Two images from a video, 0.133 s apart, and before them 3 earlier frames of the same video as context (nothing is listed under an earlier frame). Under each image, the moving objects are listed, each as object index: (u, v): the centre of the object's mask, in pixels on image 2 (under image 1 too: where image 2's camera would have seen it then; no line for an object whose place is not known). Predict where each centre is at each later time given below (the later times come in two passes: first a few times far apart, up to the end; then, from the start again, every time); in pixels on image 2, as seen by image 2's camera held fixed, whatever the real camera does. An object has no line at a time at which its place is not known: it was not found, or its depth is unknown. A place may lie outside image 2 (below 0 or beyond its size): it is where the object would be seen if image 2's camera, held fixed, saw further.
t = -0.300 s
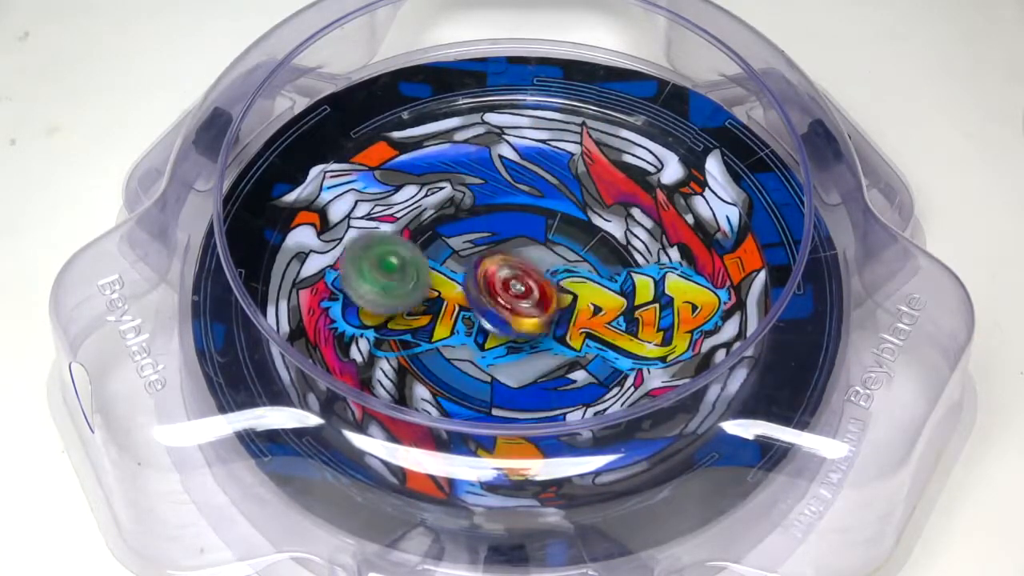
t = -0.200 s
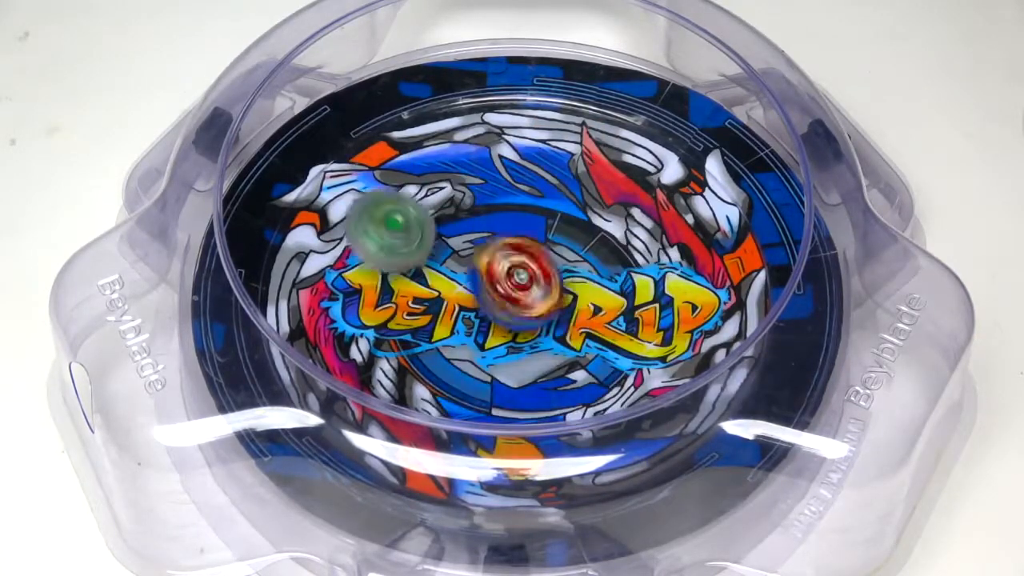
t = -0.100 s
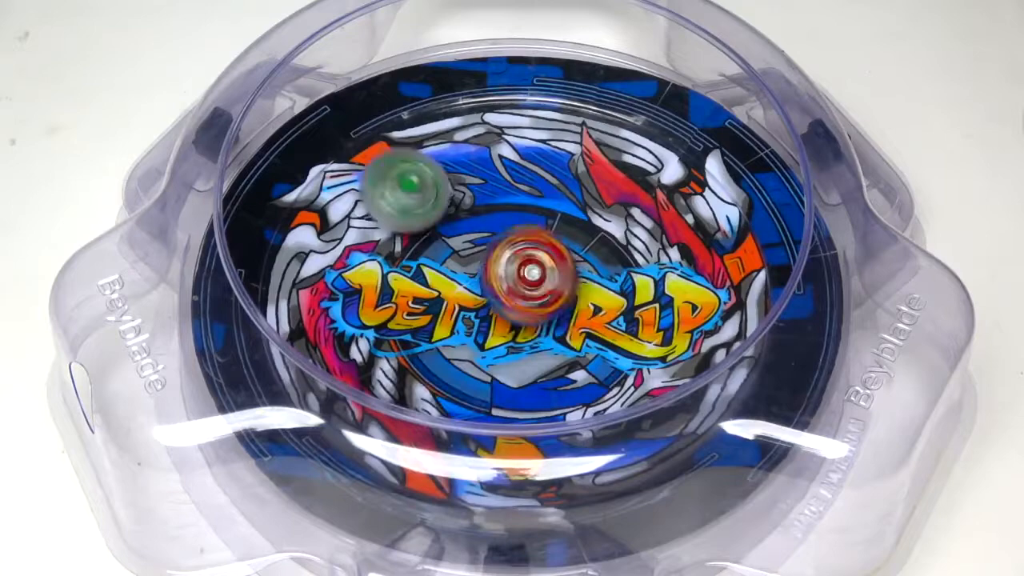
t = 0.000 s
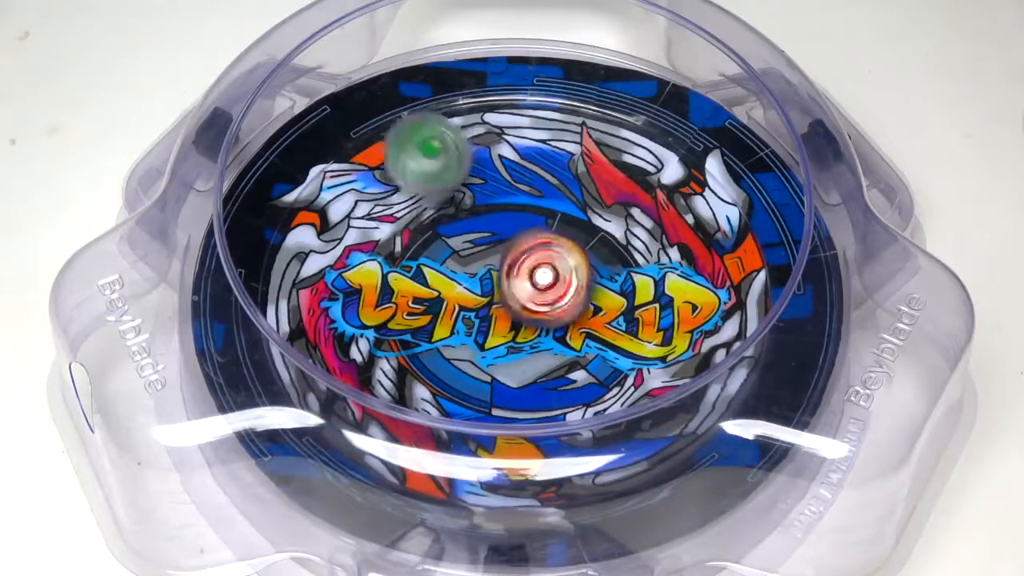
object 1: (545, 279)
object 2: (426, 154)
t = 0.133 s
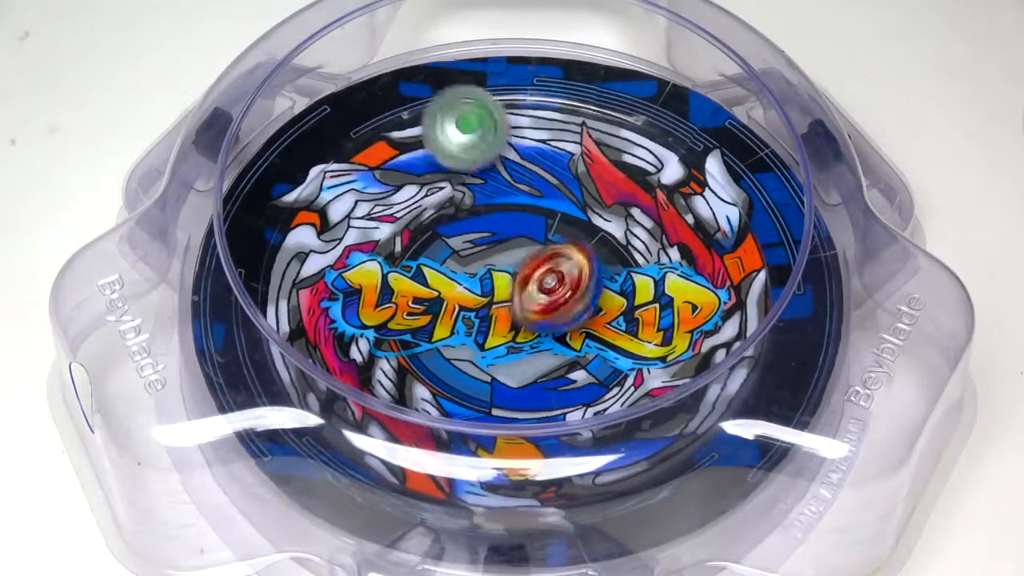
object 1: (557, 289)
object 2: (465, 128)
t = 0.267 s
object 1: (553, 306)
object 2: (502, 128)
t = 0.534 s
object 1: (512, 295)
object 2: (583, 205)
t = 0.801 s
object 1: (539, 252)
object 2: (633, 306)
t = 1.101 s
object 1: (574, 276)
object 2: (600, 388)
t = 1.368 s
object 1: (542, 295)
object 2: (493, 390)
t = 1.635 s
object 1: (516, 265)
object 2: (401, 315)
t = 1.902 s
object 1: (549, 238)
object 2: (404, 215)
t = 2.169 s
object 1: (586, 269)
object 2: (477, 149)
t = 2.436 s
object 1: (547, 294)
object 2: (563, 182)
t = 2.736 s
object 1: (531, 264)
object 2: (634, 275)
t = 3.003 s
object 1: (557, 245)
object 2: (606, 364)
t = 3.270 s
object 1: (591, 273)
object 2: (510, 390)
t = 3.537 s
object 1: (553, 277)
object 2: (429, 347)
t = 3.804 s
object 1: (557, 267)
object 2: (439, 254)
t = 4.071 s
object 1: (599, 272)
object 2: (519, 198)
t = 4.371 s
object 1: (579, 276)
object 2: (623, 200)
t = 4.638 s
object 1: (559, 281)
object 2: (655, 230)
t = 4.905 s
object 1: (514, 263)
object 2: (652, 307)
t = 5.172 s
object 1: (400, 254)
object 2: (583, 342)
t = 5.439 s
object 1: (468, 275)
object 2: (535, 304)
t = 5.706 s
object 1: (452, 242)
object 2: (594, 272)
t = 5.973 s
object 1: (476, 276)
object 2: (655, 281)
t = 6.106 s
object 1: (460, 289)
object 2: (653, 297)
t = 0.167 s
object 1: (557, 293)
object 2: (473, 126)
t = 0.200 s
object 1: (557, 296)
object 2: (481, 125)
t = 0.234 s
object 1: (556, 303)
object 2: (493, 126)
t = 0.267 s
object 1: (553, 306)
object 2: (502, 128)
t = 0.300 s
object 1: (551, 309)
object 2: (510, 131)
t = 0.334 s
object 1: (544, 311)
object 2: (521, 138)
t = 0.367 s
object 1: (541, 312)
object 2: (531, 144)
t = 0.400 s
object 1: (535, 311)
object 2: (539, 154)
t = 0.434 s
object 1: (528, 309)
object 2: (554, 169)
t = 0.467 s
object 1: (521, 305)
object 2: (562, 180)
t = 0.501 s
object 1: (517, 301)
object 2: (571, 191)
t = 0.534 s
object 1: (512, 295)
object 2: (583, 205)
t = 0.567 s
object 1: (512, 290)
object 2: (590, 217)
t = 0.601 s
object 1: (513, 287)
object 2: (597, 228)
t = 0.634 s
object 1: (515, 279)
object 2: (606, 244)
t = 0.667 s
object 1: (519, 276)
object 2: (611, 255)
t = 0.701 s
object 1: (517, 271)
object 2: (619, 267)
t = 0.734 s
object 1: (523, 261)
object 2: (625, 282)
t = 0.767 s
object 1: (530, 255)
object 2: (629, 294)
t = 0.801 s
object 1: (539, 252)
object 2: (633, 306)
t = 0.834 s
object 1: (545, 255)
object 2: (635, 323)
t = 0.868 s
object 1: (548, 256)
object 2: (635, 334)
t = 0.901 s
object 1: (551, 257)
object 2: (634, 345)
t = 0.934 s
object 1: (554, 255)
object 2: (631, 360)
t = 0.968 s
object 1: (561, 257)
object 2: (627, 368)
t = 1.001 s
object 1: (560, 256)
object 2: (622, 374)
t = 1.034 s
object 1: (564, 266)
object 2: (614, 381)
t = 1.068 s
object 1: (567, 270)
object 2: (607, 385)
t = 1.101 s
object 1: (574, 276)
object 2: (600, 388)
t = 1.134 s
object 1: (573, 282)
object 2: (587, 391)
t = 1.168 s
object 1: (566, 282)
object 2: (577, 393)
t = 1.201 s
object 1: (567, 284)
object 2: (567, 394)
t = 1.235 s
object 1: (562, 289)
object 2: (553, 396)
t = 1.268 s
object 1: (557, 291)
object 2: (541, 395)
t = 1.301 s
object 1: (548, 293)
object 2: (526, 394)
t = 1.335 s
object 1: (543, 293)
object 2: (508, 393)
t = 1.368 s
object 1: (542, 295)
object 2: (493, 390)
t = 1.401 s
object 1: (536, 292)
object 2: (479, 386)
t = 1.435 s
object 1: (534, 299)
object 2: (457, 375)
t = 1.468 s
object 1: (527, 293)
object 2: (448, 369)
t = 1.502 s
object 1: (525, 291)
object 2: (436, 361)
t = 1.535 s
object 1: (516, 281)
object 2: (424, 351)
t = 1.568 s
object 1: (515, 275)
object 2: (416, 341)
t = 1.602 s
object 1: (515, 271)
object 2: (410, 330)
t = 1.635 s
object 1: (516, 265)
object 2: (401, 315)
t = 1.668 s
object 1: (519, 262)
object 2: (399, 310)
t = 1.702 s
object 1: (519, 255)
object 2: (397, 297)
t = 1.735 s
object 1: (528, 247)
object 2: (392, 277)
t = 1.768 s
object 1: (533, 244)
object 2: (393, 265)
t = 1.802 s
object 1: (531, 242)
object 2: (396, 254)
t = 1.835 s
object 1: (544, 242)
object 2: (399, 238)
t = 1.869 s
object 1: (547, 240)
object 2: (399, 226)
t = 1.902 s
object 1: (549, 238)
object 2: (404, 215)
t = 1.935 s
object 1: (563, 241)
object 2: (412, 200)
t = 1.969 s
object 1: (563, 239)
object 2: (415, 190)
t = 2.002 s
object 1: (572, 246)
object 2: (423, 184)
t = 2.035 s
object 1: (571, 250)
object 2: (433, 171)
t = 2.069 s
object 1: (578, 254)
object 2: (444, 164)
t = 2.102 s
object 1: (581, 254)
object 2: (455, 162)
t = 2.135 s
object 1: (591, 264)
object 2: (467, 156)
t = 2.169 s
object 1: (586, 269)
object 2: (477, 149)
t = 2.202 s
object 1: (580, 277)
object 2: (485, 152)
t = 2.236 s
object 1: (579, 283)
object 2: (498, 151)
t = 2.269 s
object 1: (578, 286)
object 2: (507, 152)
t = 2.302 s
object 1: (579, 286)
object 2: (517, 155)
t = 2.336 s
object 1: (569, 292)
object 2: (529, 159)
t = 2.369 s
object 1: (562, 294)
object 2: (539, 166)
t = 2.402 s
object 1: (554, 294)
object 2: (554, 174)
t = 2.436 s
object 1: (547, 294)
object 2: (563, 182)
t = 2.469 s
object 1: (550, 294)
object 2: (574, 190)
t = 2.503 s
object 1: (541, 292)
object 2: (586, 200)
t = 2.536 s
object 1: (541, 291)
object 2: (595, 209)
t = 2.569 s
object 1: (535, 288)
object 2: (604, 218)
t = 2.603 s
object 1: (529, 280)
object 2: (614, 230)
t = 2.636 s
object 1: (528, 281)
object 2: (620, 240)
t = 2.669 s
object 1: (526, 270)
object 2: (626, 249)
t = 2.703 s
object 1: (530, 266)
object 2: (631, 264)
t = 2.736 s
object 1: (531, 264)
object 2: (634, 275)
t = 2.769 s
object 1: (531, 259)
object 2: (636, 286)
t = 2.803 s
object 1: (533, 255)
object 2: (636, 301)
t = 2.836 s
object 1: (539, 249)
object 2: (635, 311)
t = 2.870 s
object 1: (548, 247)
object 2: (633, 323)
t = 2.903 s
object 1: (556, 246)
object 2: (628, 336)
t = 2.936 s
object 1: (553, 240)
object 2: (623, 346)
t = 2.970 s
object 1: (563, 247)
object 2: (617, 354)
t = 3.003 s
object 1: (557, 245)
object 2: (606, 364)
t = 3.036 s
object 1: (569, 245)
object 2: (598, 370)
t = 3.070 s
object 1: (582, 248)
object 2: (588, 376)
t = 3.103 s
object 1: (592, 254)
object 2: (575, 381)
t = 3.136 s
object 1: (594, 259)
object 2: (563, 384)
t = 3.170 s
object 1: (594, 260)
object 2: (551, 387)
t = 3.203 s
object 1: (593, 261)
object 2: (535, 389)
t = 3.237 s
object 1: (600, 270)
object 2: (523, 389)
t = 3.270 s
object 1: (591, 273)
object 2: (510, 390)
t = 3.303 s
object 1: (586, 279)
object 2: (494, 388)
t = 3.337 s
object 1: (584, 279)
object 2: (483, 386)
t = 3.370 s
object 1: (587, 277)
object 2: (472, 383)
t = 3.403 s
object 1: (584, 279)
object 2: (458, 378)
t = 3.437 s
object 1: (576, 281)
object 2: (449, 371)
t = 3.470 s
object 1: (568, 282)
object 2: (442, 365)
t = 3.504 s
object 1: (553, 281)
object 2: (434, 355)
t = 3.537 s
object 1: (553, 277)
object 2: (429, 347)
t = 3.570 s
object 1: (551, 273)
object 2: (426, 337)
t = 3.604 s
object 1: (554, 273)
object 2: (424, 324)
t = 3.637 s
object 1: (557, 275)
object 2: (422, 313)
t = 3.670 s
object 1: (555, 281)
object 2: (423, 303)
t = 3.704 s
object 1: (555, 280)
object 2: (425, 288)
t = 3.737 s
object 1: (552, 278)
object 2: (429, 278)
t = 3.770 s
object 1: (545, 269)
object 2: (432, 268)
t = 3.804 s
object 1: (557, 267)
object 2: (439, 254)
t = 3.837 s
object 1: (565, 262)
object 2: (446, 246)
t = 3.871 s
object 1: (576, 263)
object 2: (453, 240)
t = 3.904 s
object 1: (582, 264)
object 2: (463, 226)
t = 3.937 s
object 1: (576, 263)
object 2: (472, 219)
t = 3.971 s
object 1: (588, 265)
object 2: (482, 213)
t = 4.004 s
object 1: (589, 264)
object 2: (496, 205)
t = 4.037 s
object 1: (599, 266)
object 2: (507, 201)
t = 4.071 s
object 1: (599, 272)
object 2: (519, 198)
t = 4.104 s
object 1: (597, 275)
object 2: (535, 195)
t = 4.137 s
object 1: (598, 279)
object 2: (548, 193)
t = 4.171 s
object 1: (597, 281)
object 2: (560, 193)
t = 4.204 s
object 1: (593, 287)
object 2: (575, 193)
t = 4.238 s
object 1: (582, 289)
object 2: (587, 193)
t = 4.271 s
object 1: (575, 284)
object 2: (598, 194)
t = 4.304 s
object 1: (575, 280)
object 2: (610, 195)
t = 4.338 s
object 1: (573, 278)
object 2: (618, 197)
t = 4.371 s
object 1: (579, 276)
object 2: (623, 200)
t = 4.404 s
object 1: (578, 286)
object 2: (629, 206)
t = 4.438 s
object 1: (579, 286)
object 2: (631, 211)
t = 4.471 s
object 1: (572, 290)
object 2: (643, 209)
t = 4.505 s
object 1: (566, 295)
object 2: (653, 210)
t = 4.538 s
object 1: (557, 294)
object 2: (656, 213)
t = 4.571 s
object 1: (554, 292)
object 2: (657, 217)
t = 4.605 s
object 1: (554, 285)
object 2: (656, 224)
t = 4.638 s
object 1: (559, 281)
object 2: (655, 230)
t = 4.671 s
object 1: (567, 283)
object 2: (654, 237)
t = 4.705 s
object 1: (555, 288)
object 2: (656, 247)
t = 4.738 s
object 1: (545, 286)
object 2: (658, 255)
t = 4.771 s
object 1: (541, 285)
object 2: (655, 263)
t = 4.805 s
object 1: (536, 282)
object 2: (649, 272)
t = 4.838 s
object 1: (541, 277)
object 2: (644, 280)
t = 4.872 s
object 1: (534, 274)
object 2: (647, 290)
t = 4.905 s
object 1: (514, 263)
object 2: (652, 307)
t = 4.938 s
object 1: (499, 255)
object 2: (646, 317)
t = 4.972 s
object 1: (481, 248)
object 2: (640, 323)
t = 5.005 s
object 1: (464, 242)
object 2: (633, 329)
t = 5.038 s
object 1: (451, 241)
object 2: (624, 334)
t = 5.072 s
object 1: (435, 240)
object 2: (613, 338)
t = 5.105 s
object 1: (416, 243)
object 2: (602, 340)
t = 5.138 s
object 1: (407, 246)
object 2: (593, 342)
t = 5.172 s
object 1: (400, 254)
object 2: (583, 342)
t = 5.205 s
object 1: (396, 265)
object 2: (571, 340)
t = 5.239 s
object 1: (398, 275)
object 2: (562, 337)
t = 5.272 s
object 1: (404, 284)
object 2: (555, 334)
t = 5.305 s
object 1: (417, 292)
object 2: (546, 328)
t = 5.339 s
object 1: (432, 296)
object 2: (540, 322)
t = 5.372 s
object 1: (447, 296)
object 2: (534, 316)
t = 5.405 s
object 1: (461, 281)
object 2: (532, 308)
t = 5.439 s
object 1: (468, 275)
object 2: (535, 304)
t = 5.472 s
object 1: (471, 269)
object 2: (544, 301)
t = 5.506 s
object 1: (472, 259)
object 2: (555, 299)
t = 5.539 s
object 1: (469, 255)
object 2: (560, 295)
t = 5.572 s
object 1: (464, 249)
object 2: (565, 289)
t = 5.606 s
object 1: (459, 244)
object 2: (575, 284)
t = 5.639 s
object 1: (455, 242)
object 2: (582, 279)
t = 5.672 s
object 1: (453, 242)
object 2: (589, 274)
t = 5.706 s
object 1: (452, 242)
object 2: (594, 272)
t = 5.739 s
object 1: (453, 243)
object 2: (602, 270)
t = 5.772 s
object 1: (457, 245)
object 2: (613, 268)
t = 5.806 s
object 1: (461, 247)
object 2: (620, 268)
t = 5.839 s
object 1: (465, 250)
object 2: (627, 268)
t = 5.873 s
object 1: (472, 257)
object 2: (636, 271)
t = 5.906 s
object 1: (475, 262)
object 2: (644, 273)
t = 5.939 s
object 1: (477, 269)
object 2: (650, 275)
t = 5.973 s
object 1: (476, 276)
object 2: (655, 281)
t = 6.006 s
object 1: (473, 281)
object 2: (658, 285)
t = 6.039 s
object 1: (470, 283)
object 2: (657, 289)
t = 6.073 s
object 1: (465, 288)
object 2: (655, 294)
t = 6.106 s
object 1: (460, 289)
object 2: (653, 297)
